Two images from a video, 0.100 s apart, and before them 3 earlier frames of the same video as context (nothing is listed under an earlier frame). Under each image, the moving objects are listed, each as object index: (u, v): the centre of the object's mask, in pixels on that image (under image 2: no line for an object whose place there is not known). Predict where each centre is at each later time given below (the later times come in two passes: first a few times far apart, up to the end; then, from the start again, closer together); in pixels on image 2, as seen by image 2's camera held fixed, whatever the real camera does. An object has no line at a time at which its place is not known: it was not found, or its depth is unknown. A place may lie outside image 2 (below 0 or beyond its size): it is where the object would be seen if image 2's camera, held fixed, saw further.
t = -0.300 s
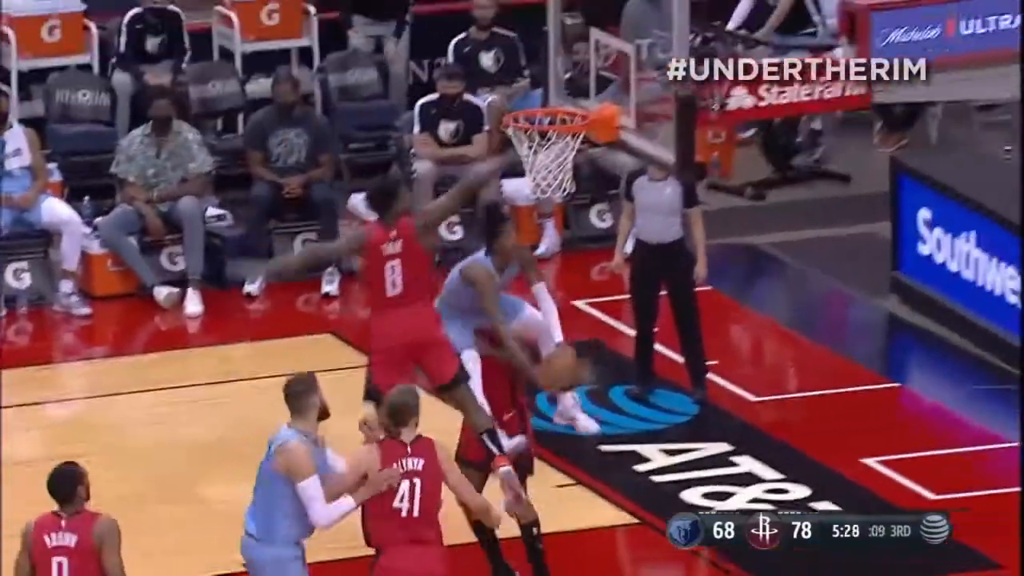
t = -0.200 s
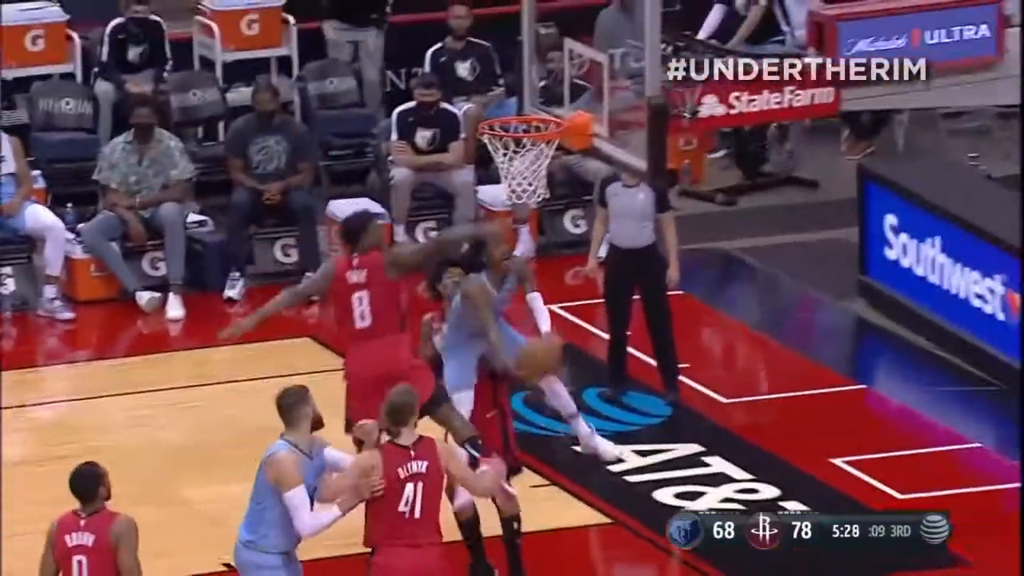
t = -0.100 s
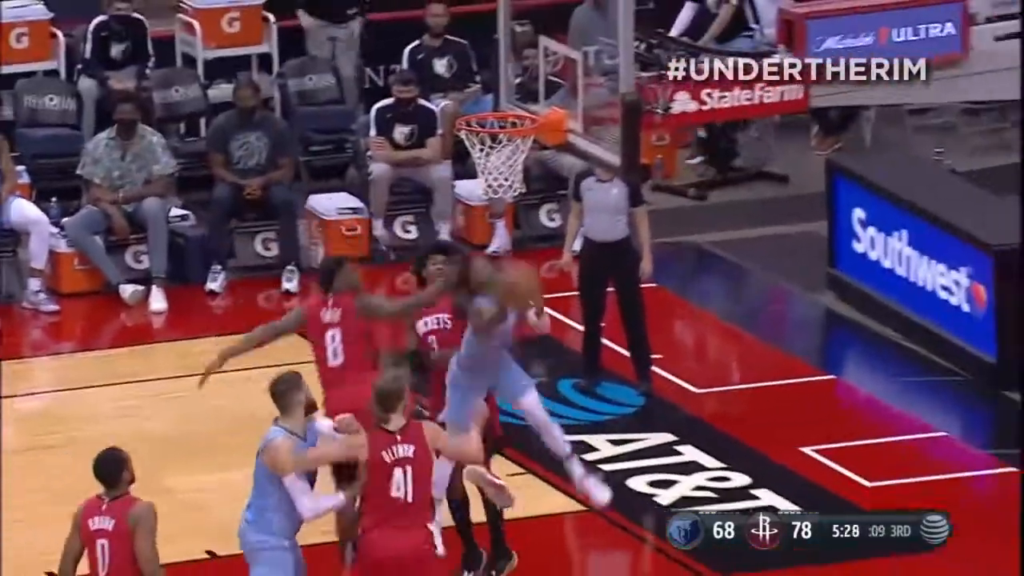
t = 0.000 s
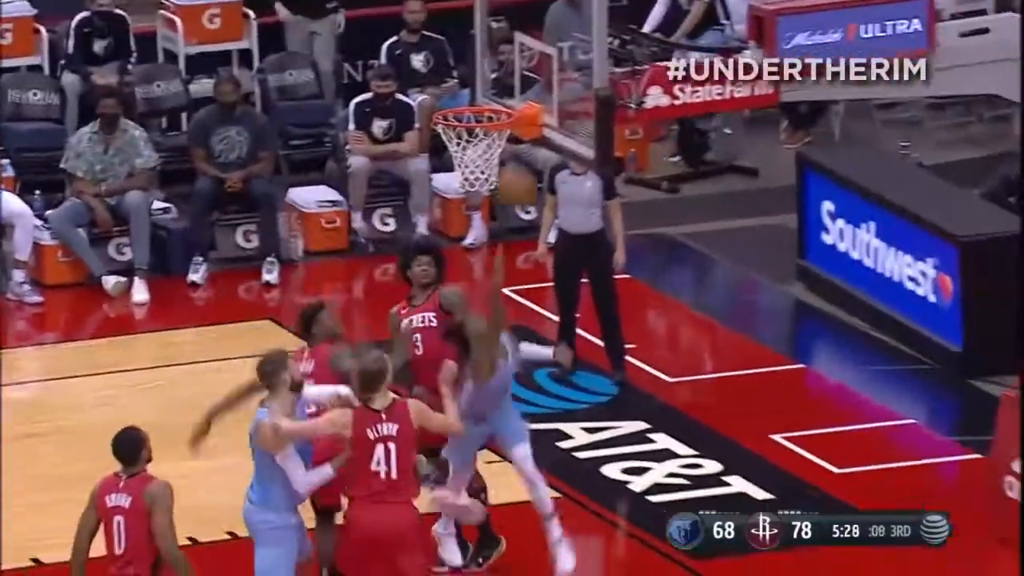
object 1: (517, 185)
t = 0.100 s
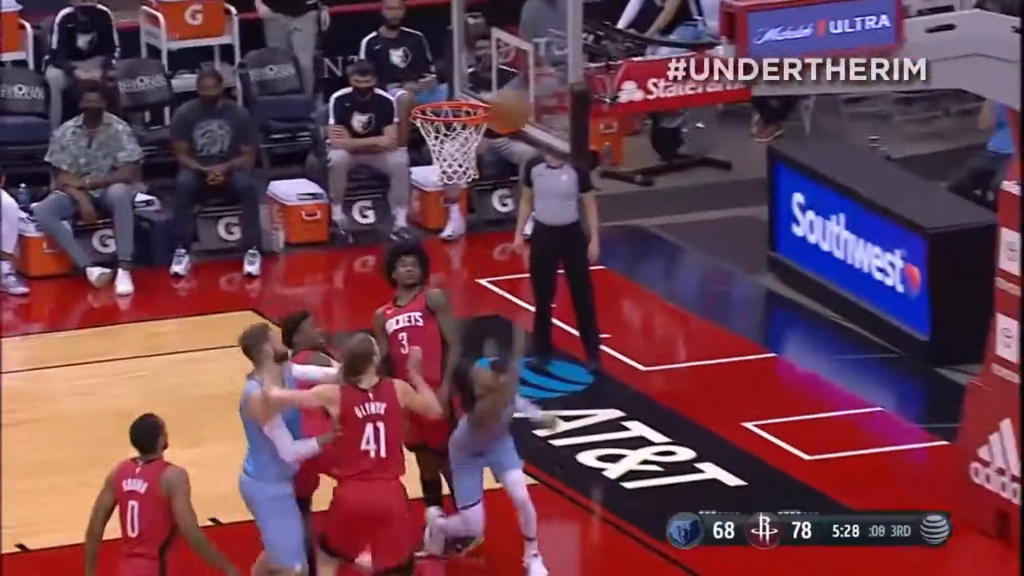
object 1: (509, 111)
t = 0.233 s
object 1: (520, 43)
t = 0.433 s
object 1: (484, 15)
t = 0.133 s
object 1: (518, 88)
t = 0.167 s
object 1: (524, 70)
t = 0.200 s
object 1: (526, 54)
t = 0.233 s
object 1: (520, 43)
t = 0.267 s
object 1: (514, 34)
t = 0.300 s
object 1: (507, 26)
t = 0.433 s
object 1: (484, 15)
